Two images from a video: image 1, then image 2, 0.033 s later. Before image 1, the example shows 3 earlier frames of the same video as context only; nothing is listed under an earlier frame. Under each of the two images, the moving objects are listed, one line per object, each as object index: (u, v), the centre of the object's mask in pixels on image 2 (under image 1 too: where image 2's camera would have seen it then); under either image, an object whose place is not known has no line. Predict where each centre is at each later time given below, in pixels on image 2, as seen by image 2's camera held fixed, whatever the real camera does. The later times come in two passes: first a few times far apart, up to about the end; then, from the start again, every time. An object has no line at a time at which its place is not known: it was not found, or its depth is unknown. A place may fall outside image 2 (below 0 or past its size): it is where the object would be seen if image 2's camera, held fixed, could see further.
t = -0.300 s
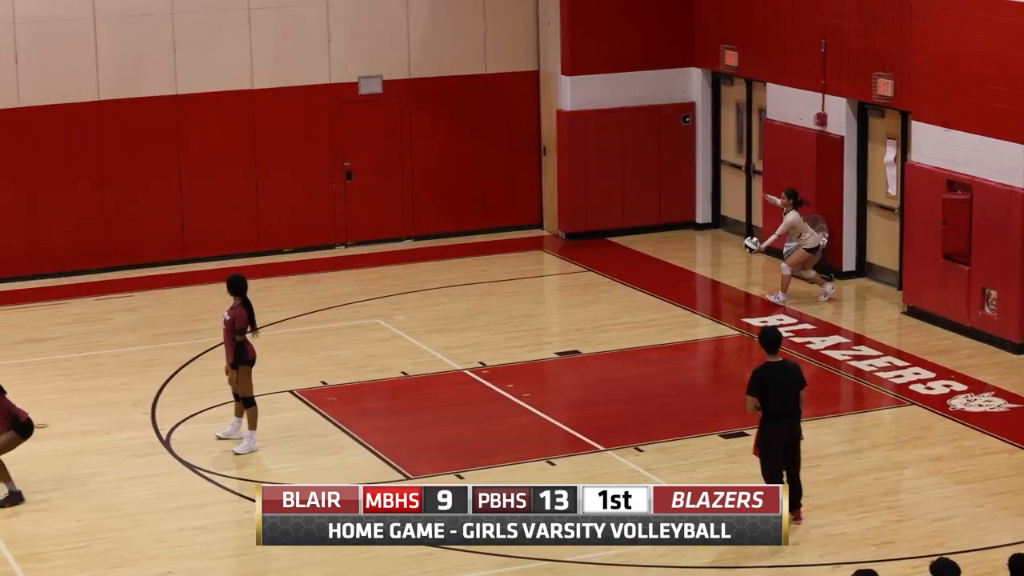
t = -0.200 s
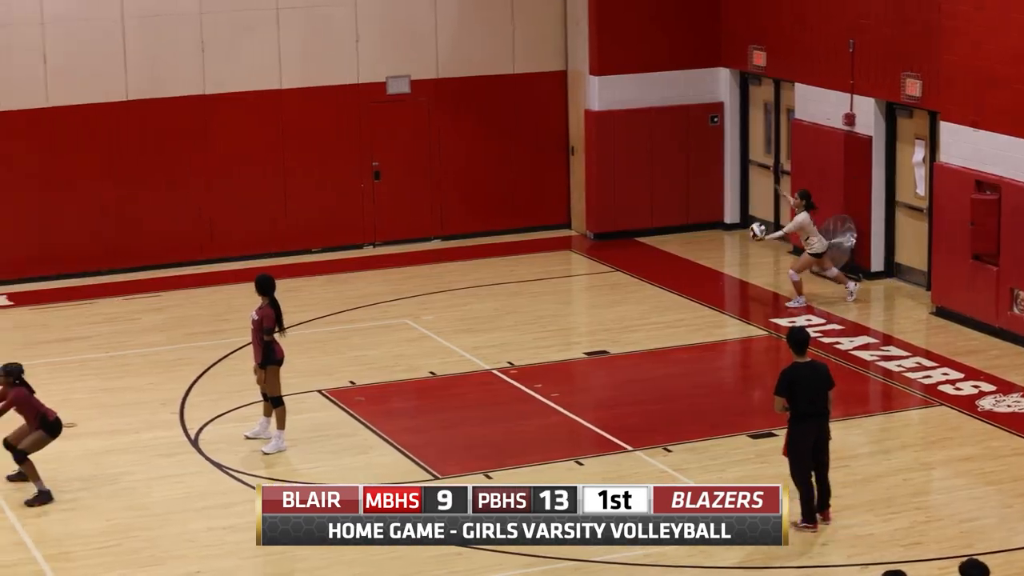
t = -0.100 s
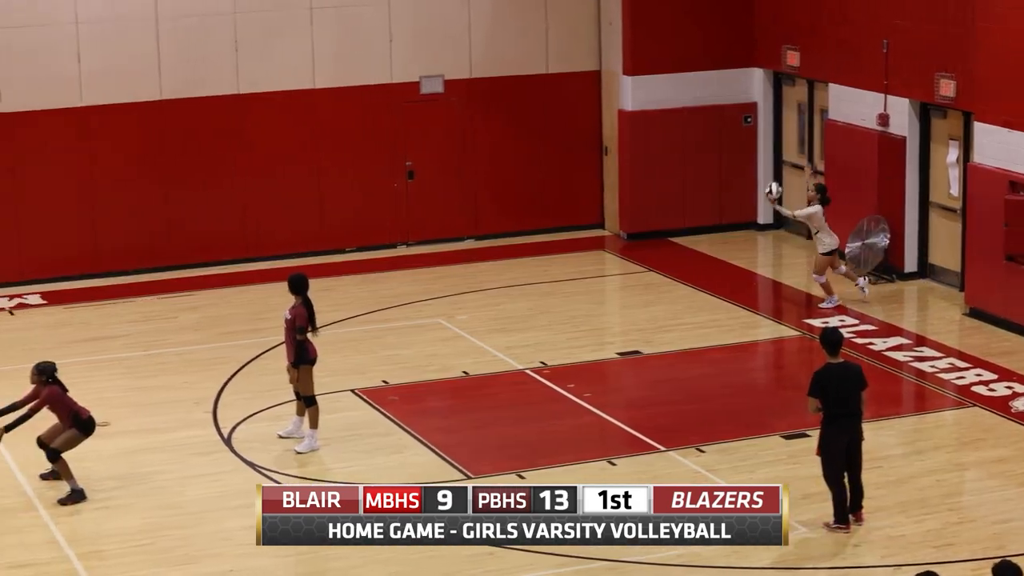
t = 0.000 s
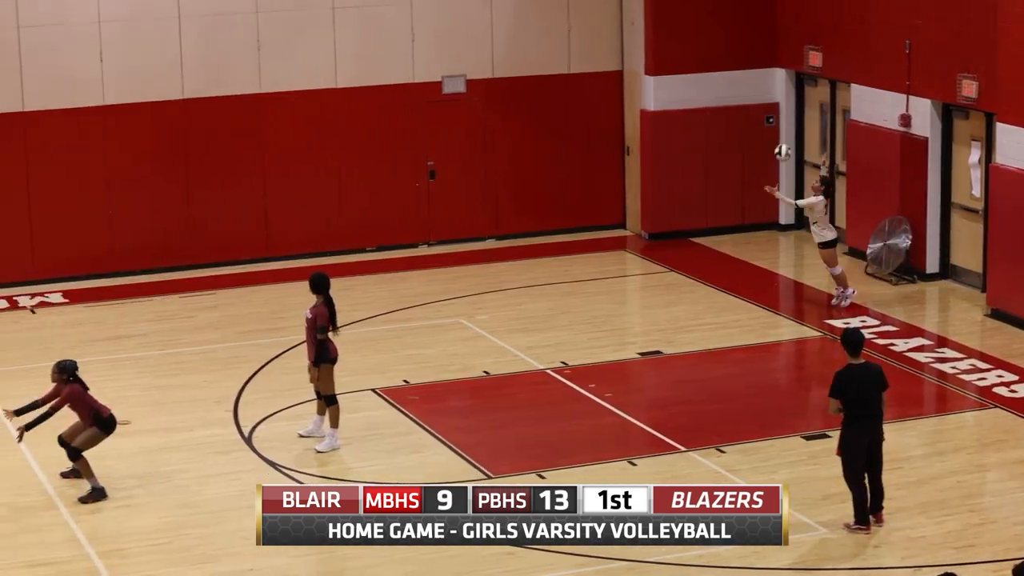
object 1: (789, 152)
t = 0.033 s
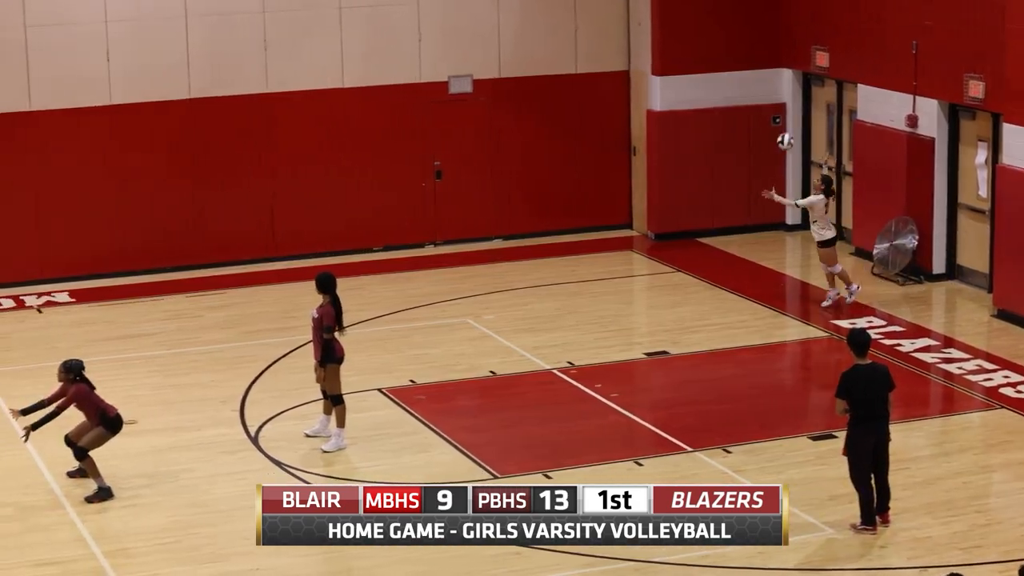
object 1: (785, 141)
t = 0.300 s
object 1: (754, 84)
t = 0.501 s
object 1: (733, 78)
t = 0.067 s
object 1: (781, 131)
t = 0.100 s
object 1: (777, 122)
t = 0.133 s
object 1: (773, 113)
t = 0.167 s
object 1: (768, 105)
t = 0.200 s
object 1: (765, 98)
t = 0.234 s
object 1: (761, 92)
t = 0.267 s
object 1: (758, 88)
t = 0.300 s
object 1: (754, 84)
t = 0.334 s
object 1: (751, 81)
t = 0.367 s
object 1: (747, 78)
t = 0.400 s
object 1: (744, 77)
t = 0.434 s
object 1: (740, 76)
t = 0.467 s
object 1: (736, 77)
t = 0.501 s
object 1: (733, 78)
